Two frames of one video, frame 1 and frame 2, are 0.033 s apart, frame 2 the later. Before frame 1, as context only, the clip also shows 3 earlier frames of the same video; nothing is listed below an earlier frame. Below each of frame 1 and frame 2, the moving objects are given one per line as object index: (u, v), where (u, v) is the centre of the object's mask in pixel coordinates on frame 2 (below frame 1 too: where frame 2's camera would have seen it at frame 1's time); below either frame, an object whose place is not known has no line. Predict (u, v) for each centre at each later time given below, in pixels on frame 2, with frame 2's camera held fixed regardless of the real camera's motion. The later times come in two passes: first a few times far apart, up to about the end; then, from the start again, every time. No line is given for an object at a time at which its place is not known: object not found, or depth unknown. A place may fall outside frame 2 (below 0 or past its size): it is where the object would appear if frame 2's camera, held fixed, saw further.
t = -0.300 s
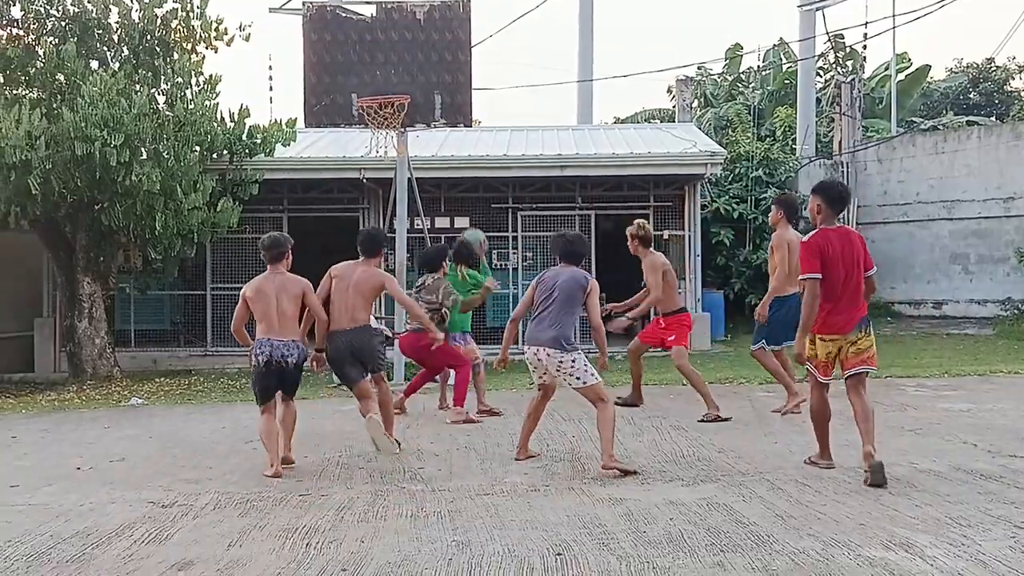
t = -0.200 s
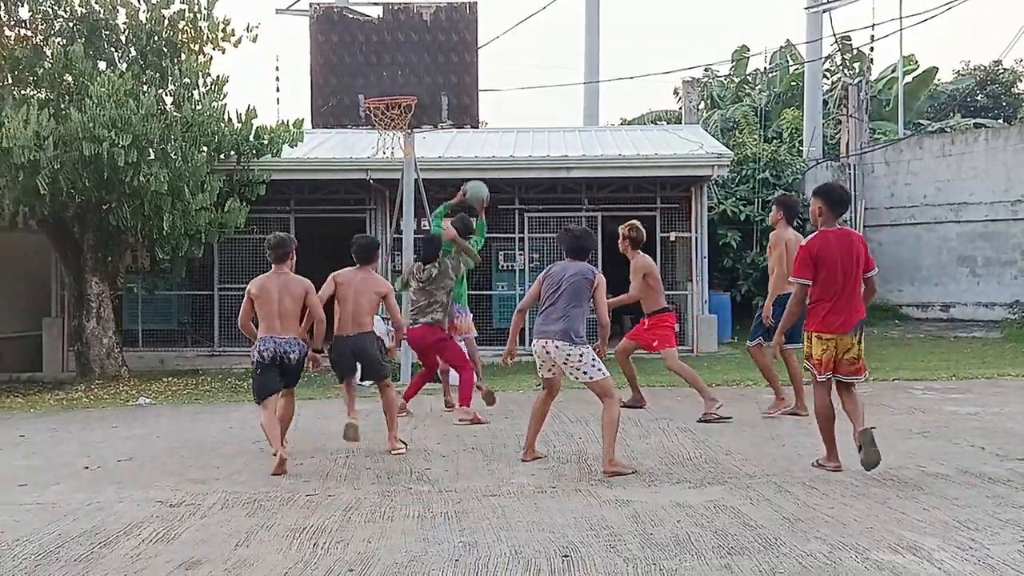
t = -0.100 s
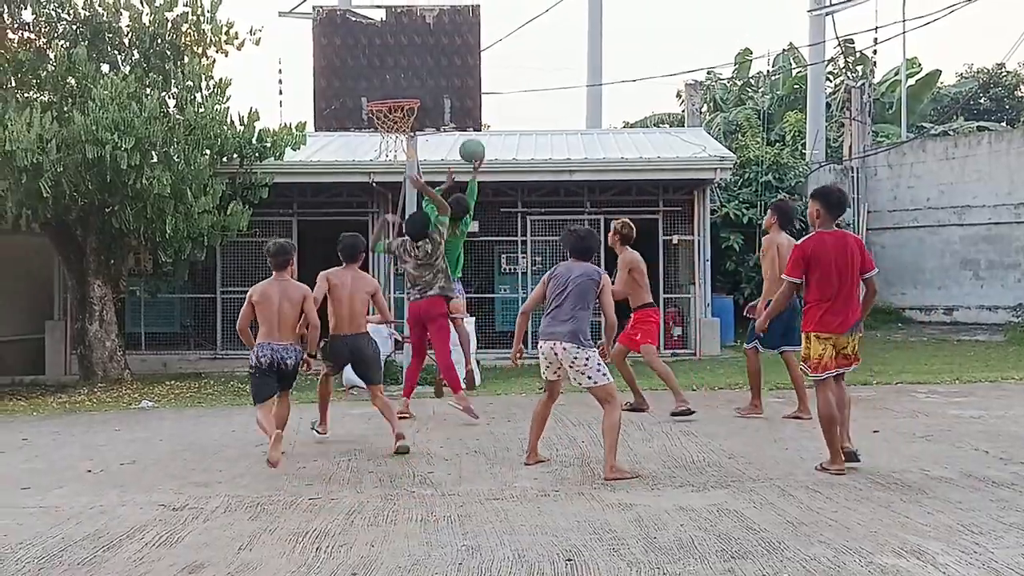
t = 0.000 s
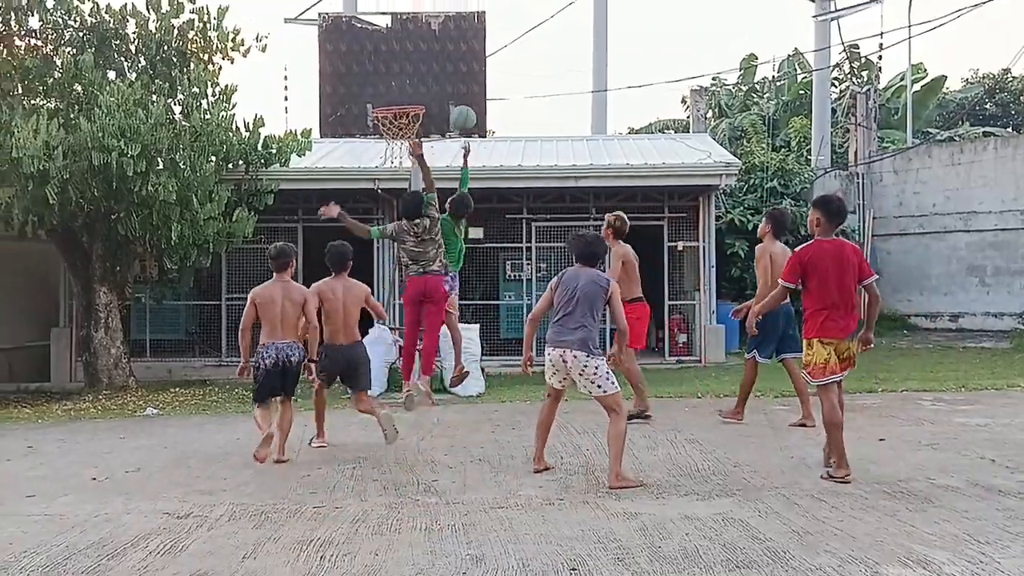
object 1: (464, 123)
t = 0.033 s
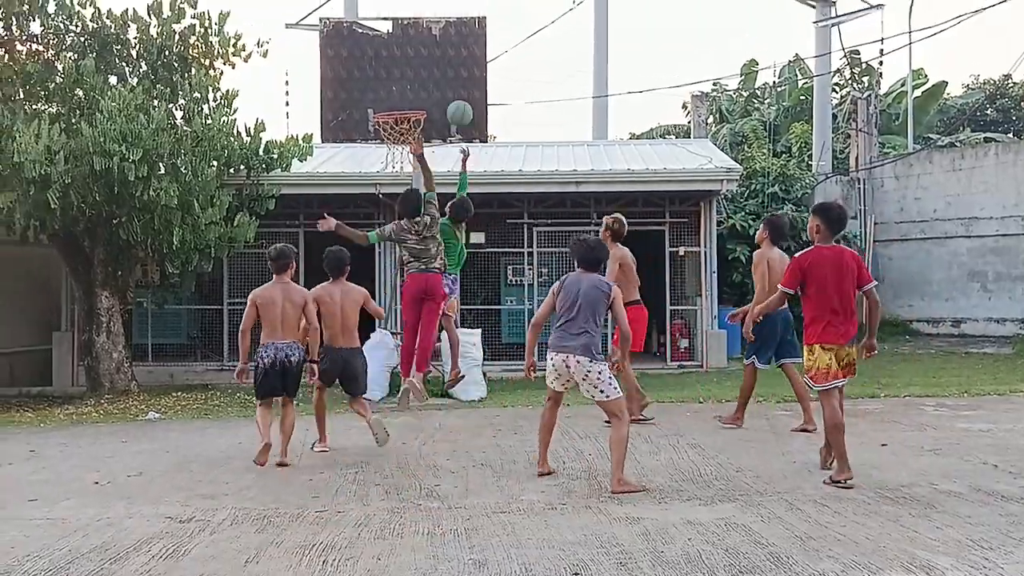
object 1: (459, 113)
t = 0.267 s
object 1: (429, 74)
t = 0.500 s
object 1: (414, 85)
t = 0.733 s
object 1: (399, 148)
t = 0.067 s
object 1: (455, 105)
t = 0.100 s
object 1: (450, 96)
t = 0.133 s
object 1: (446, 90)
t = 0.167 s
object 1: (441, 84)
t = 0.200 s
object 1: (437, 80)
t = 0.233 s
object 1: (432, 77)
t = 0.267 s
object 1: (429, 74)
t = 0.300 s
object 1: (427, 73)
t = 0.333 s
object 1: (424, 72)
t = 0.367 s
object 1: (422, 73)
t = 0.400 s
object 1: (421, 74)
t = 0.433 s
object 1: (418, 76)
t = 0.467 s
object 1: (416, 79)
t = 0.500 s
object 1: (414, 85)
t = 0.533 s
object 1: (413, 92)
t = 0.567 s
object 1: (410, 98)
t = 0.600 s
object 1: (408, 104)
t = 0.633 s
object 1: (406, 116)
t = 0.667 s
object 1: (404, 127)
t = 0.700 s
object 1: (401, 138)
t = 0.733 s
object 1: (399, 148)
